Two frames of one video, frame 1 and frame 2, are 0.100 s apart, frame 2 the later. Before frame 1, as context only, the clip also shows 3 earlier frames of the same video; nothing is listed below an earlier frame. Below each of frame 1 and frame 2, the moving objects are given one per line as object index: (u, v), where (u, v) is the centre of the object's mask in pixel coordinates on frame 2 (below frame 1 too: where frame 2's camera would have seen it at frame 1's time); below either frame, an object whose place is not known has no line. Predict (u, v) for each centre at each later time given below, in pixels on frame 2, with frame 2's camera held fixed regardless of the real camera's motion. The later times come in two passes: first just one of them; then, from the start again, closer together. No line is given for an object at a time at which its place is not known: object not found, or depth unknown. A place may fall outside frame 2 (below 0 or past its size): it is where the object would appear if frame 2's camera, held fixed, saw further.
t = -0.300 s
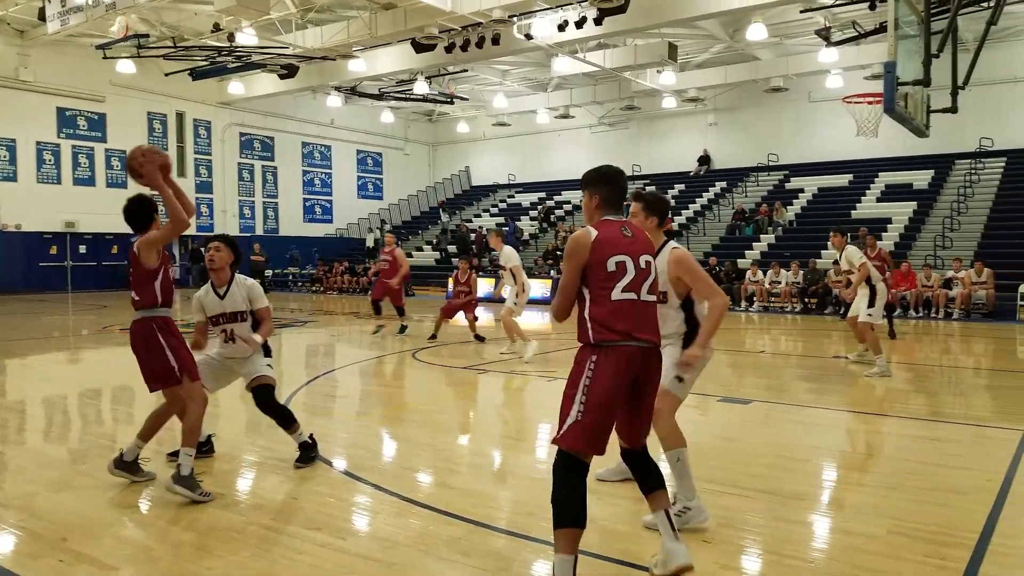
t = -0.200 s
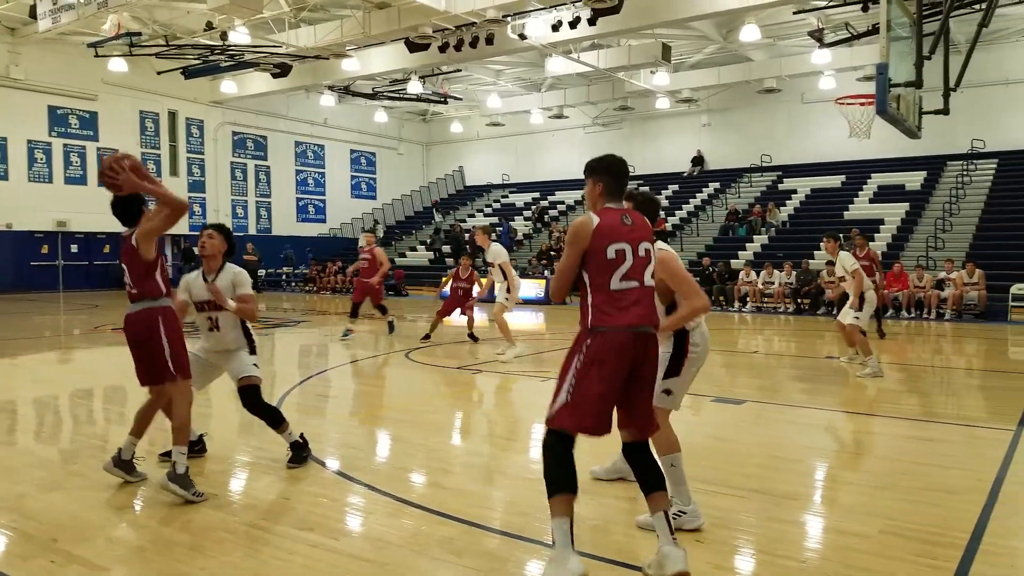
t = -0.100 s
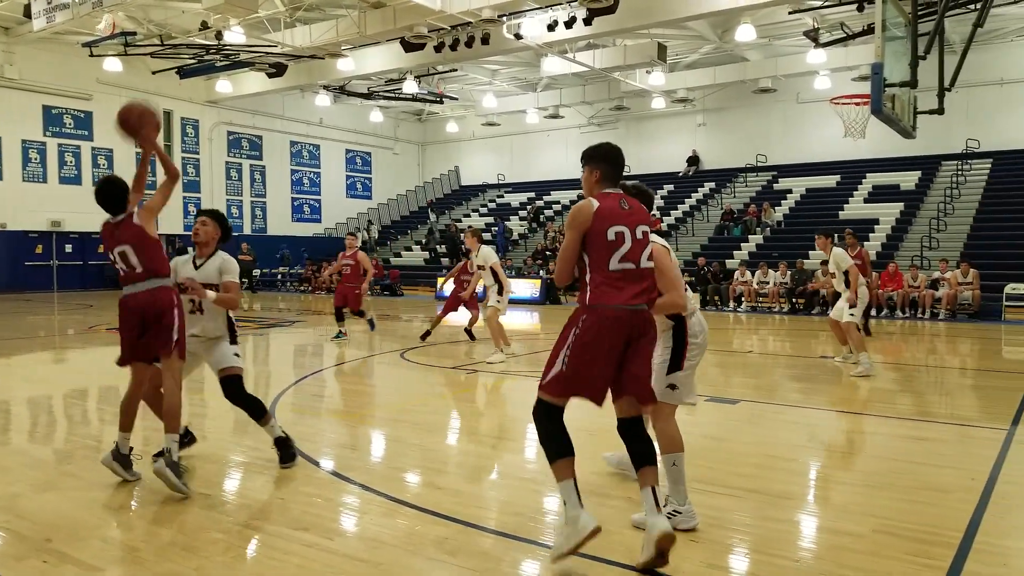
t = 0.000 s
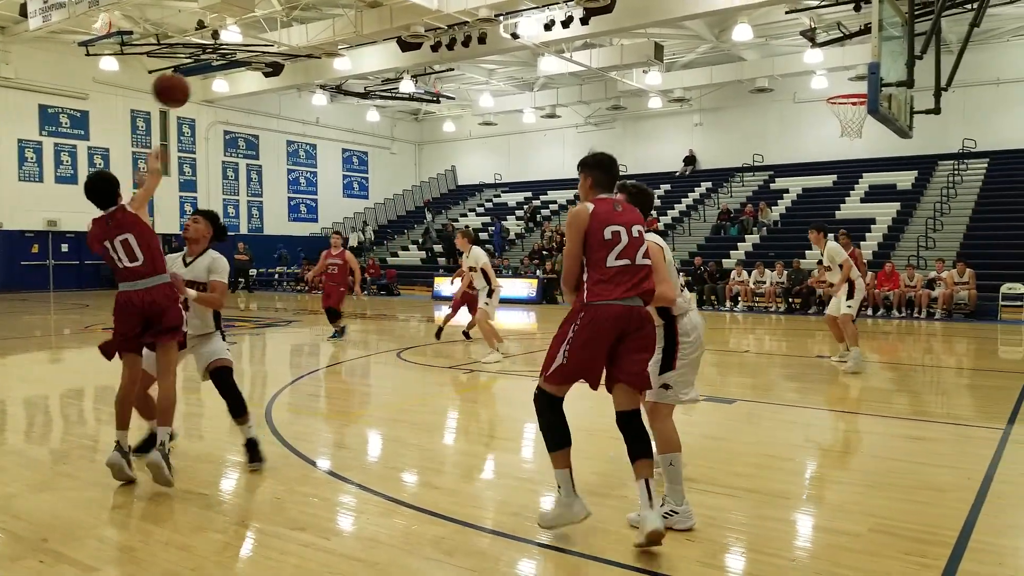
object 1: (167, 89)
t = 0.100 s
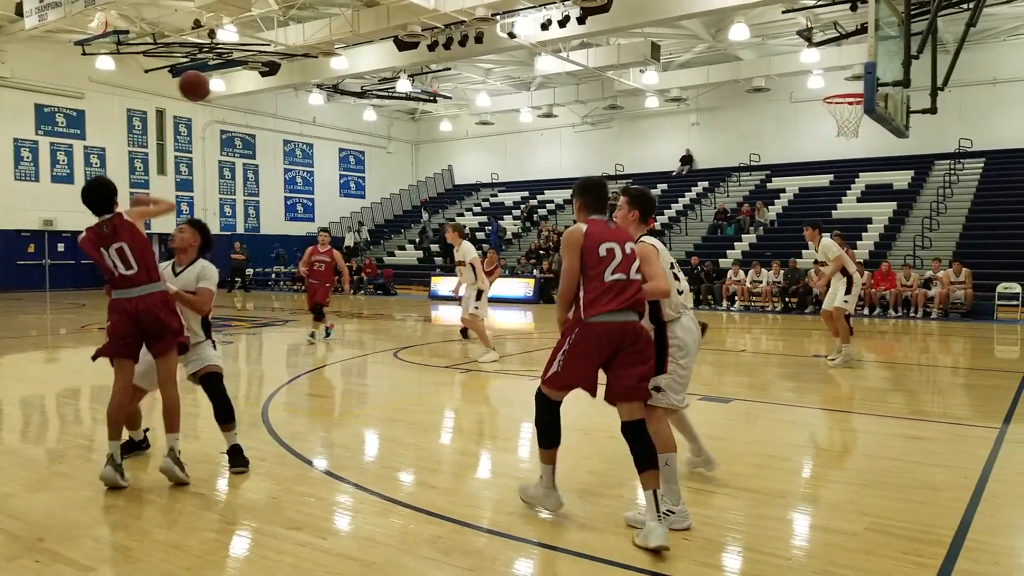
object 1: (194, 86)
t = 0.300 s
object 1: (229, 109)
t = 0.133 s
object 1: (201, 88)
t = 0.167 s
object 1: (208, 91)
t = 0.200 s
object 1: (214, 94)
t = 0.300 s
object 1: (229, 109)
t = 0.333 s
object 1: (233, 115)
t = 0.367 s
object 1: (237, 121)
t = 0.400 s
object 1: (241, 128)
